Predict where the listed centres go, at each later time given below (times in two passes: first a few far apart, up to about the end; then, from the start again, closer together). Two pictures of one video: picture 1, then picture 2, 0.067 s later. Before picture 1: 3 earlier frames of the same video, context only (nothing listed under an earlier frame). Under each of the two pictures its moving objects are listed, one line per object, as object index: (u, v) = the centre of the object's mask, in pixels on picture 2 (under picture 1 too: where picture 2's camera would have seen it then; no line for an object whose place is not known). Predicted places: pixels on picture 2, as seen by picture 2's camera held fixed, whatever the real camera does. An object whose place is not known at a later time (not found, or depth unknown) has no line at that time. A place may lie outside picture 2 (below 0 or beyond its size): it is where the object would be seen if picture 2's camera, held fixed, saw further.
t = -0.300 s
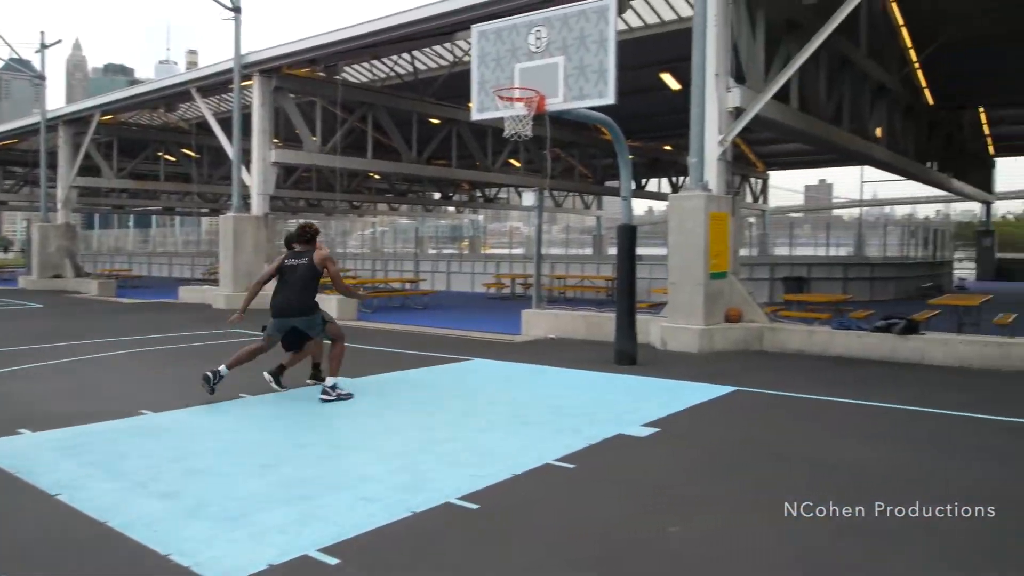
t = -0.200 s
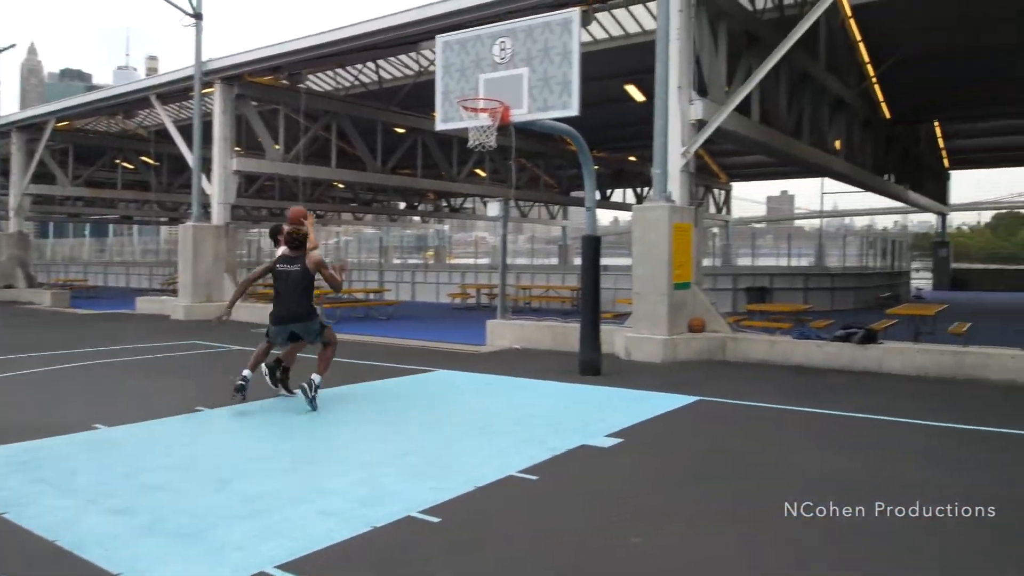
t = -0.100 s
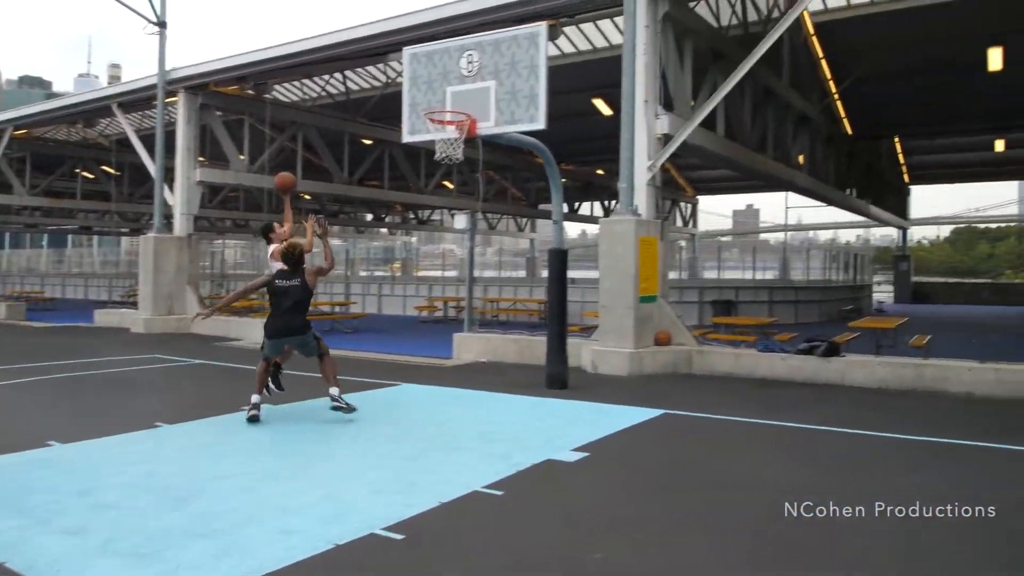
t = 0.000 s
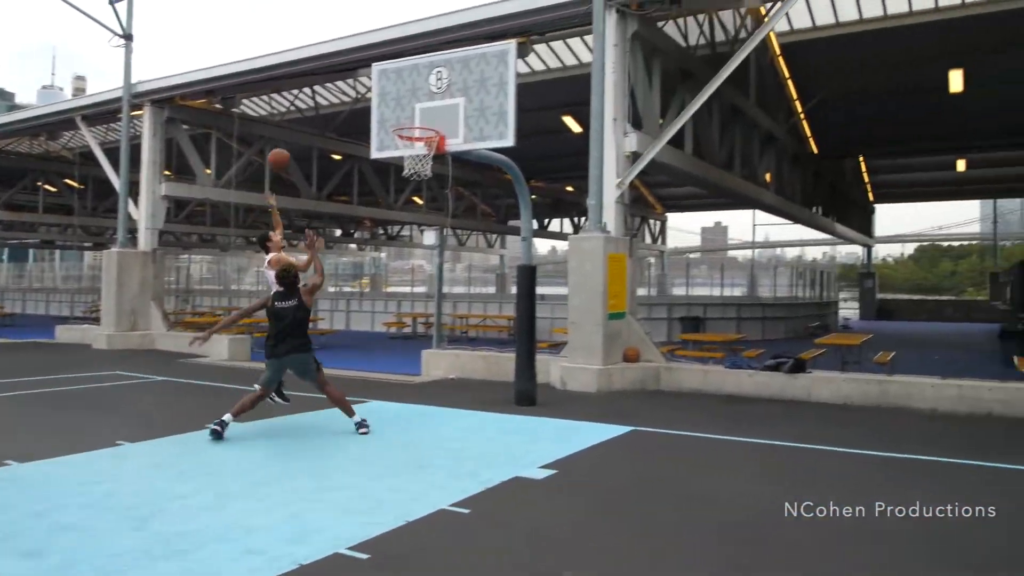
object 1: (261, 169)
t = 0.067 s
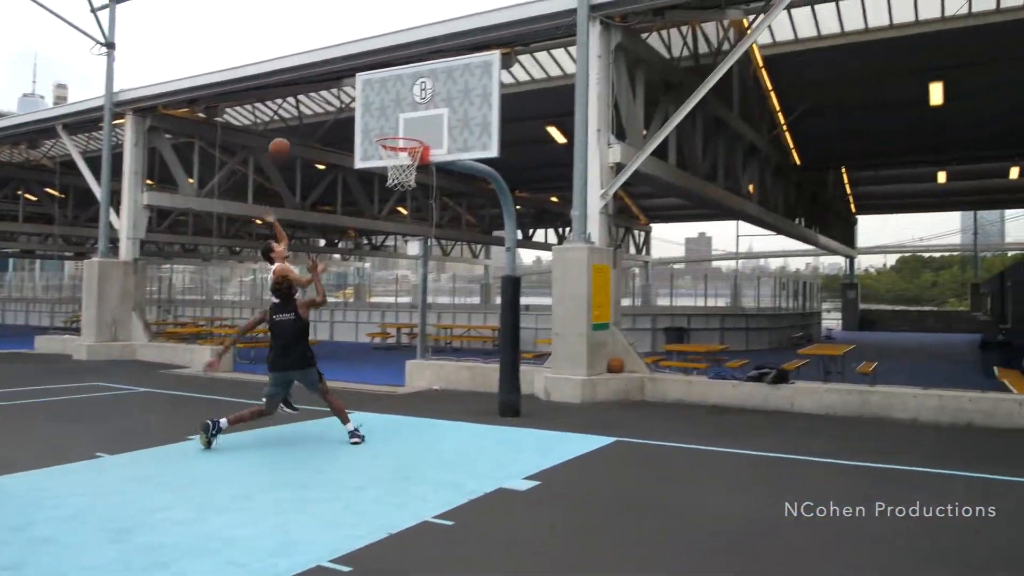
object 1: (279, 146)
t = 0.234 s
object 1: (321, 116)
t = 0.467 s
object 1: (378, 112)
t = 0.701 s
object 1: (392, 128)
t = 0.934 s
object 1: (403, 117)
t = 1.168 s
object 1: (417, 130)
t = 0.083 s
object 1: (283, 143)
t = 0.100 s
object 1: (289, 139)
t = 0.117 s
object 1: (293, 134)
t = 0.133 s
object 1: (297, 131)
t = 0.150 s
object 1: (301, 129)
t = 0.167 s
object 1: (305, 126)
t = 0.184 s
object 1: (309, 122)
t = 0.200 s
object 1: (313, 120)
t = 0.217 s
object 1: (318, 118)
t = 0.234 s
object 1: (321, 116)
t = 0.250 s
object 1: (325, 114)
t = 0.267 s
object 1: (329, 113)
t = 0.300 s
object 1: (337, 112)
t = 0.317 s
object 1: (345, 110)
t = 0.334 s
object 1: (350, 109)
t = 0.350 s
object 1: (355, 109)
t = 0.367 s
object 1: (359, 109)
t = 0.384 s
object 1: (363, 109)
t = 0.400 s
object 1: (367, 110)
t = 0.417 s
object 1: (371, 110)
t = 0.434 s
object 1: (376, 112)
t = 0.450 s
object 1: (378, 112)
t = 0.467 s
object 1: (378, 112)
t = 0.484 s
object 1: (379, 113)
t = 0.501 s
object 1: (380, 114)
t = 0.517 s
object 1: (382, 115)
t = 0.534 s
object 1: (383, 116)
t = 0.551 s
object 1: (384, 118)
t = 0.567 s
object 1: (384, 120)
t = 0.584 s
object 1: (385, 123)
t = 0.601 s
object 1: (387, 125)
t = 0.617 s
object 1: (388, 127)
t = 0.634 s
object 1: (389, 130)
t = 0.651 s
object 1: (389, 135)
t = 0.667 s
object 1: (390, 134)
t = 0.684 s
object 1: (391, 130)
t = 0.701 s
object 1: (392, 128)
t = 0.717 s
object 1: (394, 126)
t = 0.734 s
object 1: (394, 124)
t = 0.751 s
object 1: (395, 122)
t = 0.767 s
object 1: (396, 121)
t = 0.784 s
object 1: (397, 119)
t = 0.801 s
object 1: (398, 118)
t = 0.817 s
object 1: (398, 117)
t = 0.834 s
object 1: (399, 116)
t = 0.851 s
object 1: (400, 116)
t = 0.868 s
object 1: (401, 116)
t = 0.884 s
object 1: (401, 116)
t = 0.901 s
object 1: (402, 116)
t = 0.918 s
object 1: (403, 117)
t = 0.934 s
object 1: (403, 117)
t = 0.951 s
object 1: (404, 118)
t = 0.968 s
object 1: (405, 120)
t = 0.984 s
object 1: (406, 122)
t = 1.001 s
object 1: (407, 124)
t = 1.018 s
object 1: (408, 126)
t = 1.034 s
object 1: (408, 126)
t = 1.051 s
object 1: (409, 125)
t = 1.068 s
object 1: (410, 125)
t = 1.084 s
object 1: (411, 125)
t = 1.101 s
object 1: (413, 125)
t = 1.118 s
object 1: (413, 126)
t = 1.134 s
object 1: (414, 127)
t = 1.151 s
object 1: (416, 128)
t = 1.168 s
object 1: (417, 130)
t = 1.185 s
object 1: (418, 132)
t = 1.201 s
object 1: (419, 134)
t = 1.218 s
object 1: (420, 136)
